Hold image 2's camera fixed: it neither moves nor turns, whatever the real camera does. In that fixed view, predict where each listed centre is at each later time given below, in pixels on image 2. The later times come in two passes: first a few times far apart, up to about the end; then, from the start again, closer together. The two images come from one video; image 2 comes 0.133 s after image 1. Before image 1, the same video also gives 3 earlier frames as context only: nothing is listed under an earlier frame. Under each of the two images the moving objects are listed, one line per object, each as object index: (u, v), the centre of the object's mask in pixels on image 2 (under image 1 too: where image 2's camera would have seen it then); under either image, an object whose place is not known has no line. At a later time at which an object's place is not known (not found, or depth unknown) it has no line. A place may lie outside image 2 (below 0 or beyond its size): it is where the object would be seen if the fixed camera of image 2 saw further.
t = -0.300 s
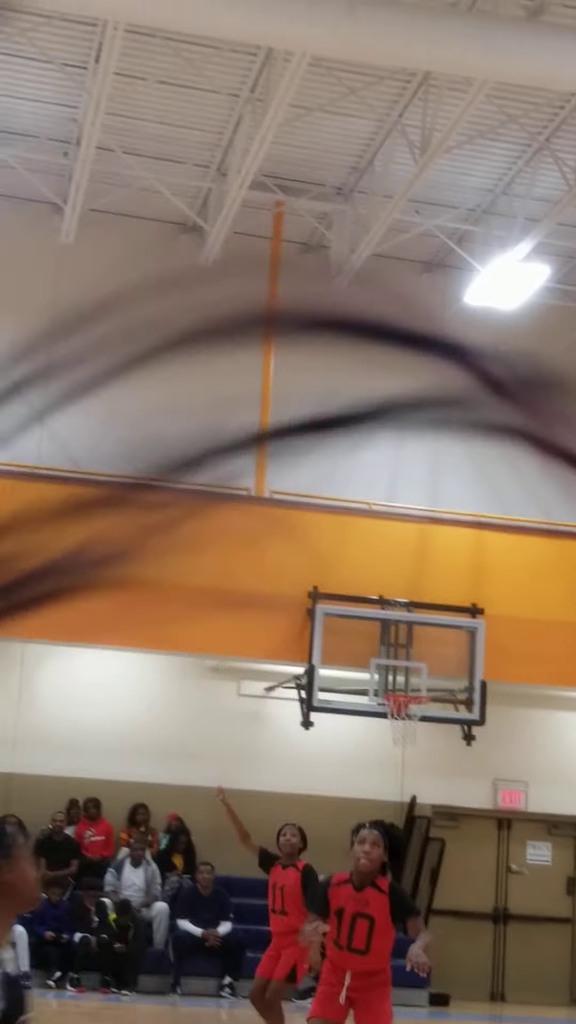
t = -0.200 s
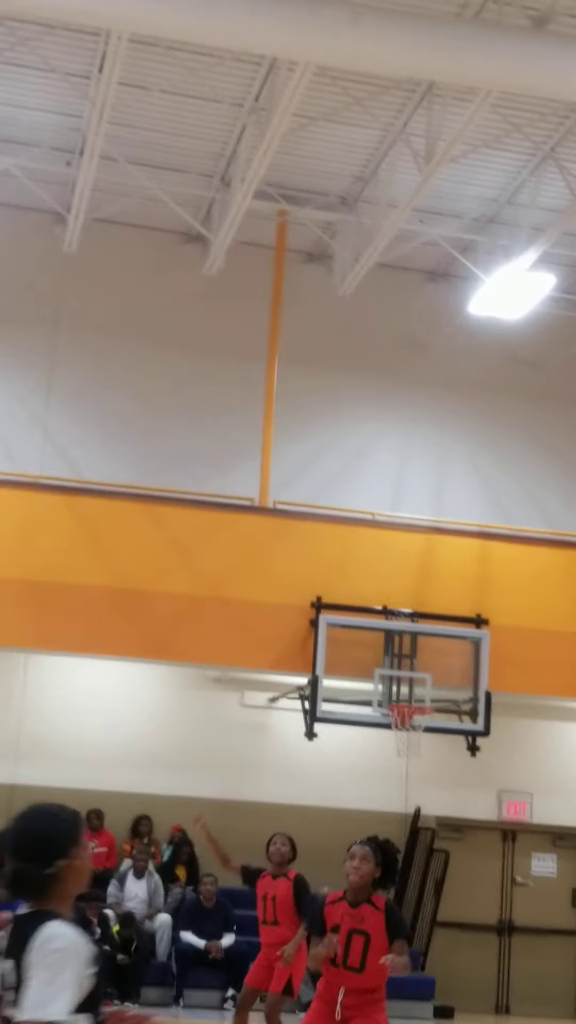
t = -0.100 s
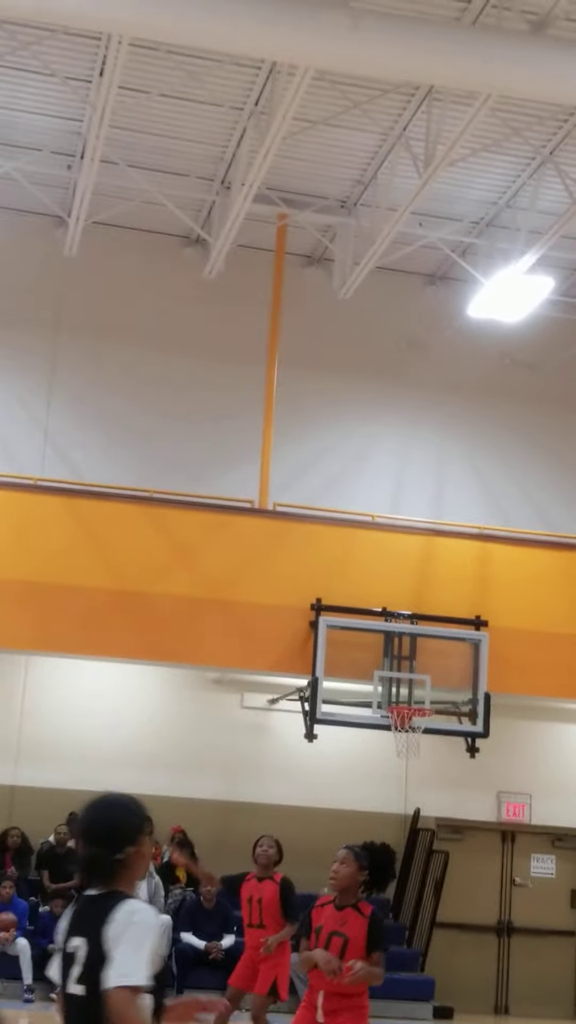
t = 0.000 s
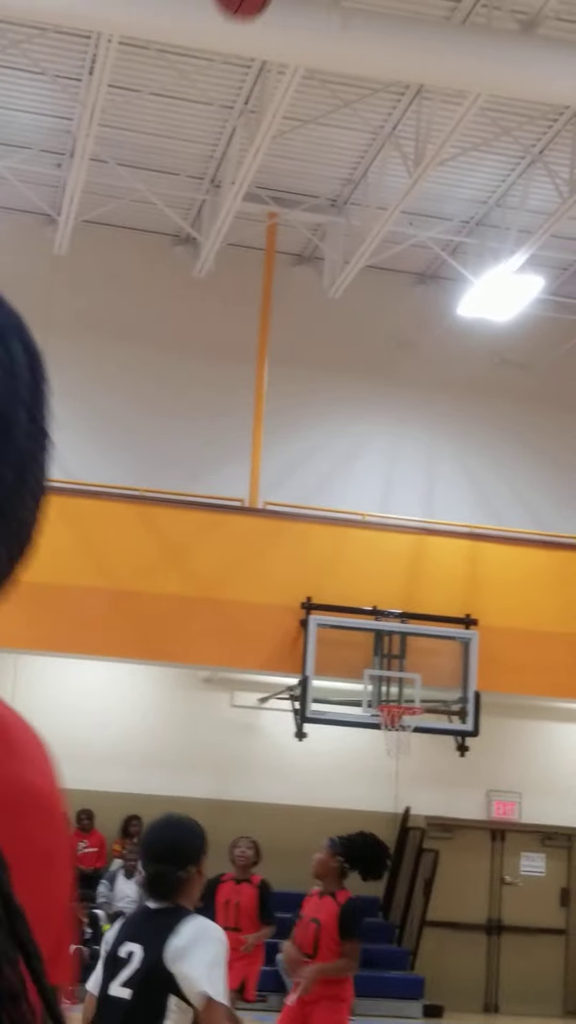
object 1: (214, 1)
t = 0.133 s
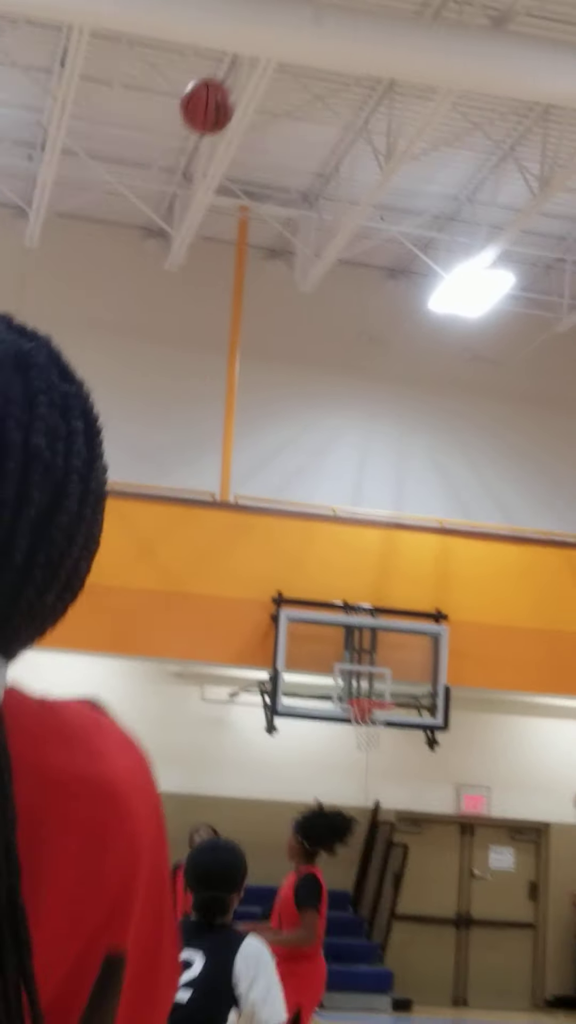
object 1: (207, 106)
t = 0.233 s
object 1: (200, 204)
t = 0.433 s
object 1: (185, 402)
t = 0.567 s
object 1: (172, 538)
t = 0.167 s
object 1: (204, 138)
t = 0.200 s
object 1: (202, 170)
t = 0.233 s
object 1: (200, 204)
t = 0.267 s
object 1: (198, 237)
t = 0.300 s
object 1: (195, 269)
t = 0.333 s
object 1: (192, 301)
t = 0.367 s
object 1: (190, 335)
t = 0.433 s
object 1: (185, 402)
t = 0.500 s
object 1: (179, 469)
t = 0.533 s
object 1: (175, 504)
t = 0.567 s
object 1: (172, 538)
